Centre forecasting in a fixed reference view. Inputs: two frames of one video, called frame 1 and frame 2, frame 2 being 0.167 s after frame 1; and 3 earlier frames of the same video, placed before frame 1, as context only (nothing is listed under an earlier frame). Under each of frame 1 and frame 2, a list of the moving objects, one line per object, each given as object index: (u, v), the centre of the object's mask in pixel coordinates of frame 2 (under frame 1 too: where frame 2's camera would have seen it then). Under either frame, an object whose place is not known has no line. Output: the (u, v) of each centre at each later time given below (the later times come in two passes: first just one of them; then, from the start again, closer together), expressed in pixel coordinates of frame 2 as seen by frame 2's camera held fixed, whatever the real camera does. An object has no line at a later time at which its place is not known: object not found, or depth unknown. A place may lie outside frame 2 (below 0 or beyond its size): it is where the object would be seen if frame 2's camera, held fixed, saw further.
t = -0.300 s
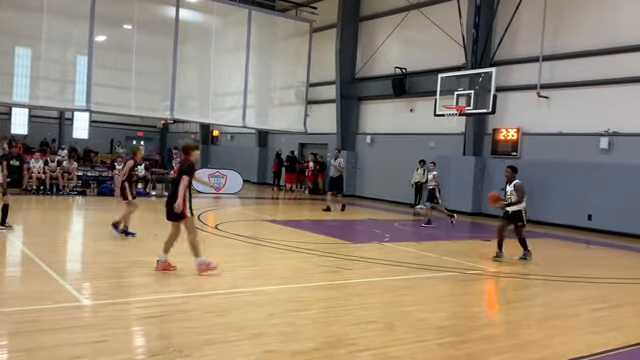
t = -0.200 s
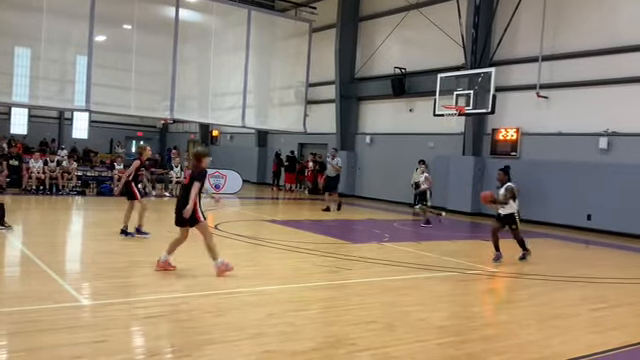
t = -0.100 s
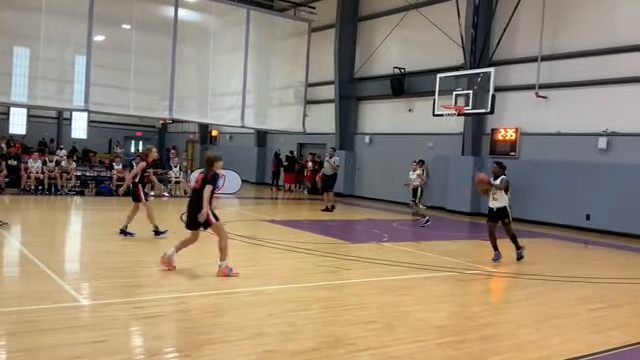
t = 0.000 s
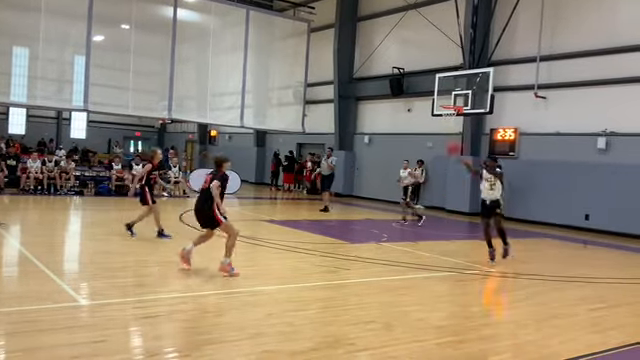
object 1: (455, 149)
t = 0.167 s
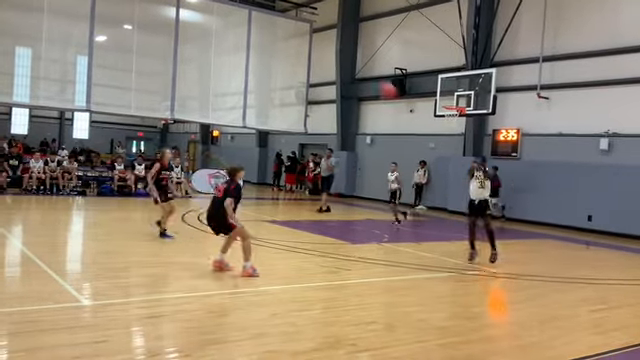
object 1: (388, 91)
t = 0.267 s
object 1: (338, 62)
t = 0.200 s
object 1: (373, 83)
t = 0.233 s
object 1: (354, 72)
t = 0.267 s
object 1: (338, 62)
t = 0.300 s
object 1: (318, 52)
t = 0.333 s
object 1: (299, 43)
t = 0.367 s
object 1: (278, 34)
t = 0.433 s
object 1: (233, 18)
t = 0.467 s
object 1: (210, 10)
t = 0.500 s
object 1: (181, 3)
